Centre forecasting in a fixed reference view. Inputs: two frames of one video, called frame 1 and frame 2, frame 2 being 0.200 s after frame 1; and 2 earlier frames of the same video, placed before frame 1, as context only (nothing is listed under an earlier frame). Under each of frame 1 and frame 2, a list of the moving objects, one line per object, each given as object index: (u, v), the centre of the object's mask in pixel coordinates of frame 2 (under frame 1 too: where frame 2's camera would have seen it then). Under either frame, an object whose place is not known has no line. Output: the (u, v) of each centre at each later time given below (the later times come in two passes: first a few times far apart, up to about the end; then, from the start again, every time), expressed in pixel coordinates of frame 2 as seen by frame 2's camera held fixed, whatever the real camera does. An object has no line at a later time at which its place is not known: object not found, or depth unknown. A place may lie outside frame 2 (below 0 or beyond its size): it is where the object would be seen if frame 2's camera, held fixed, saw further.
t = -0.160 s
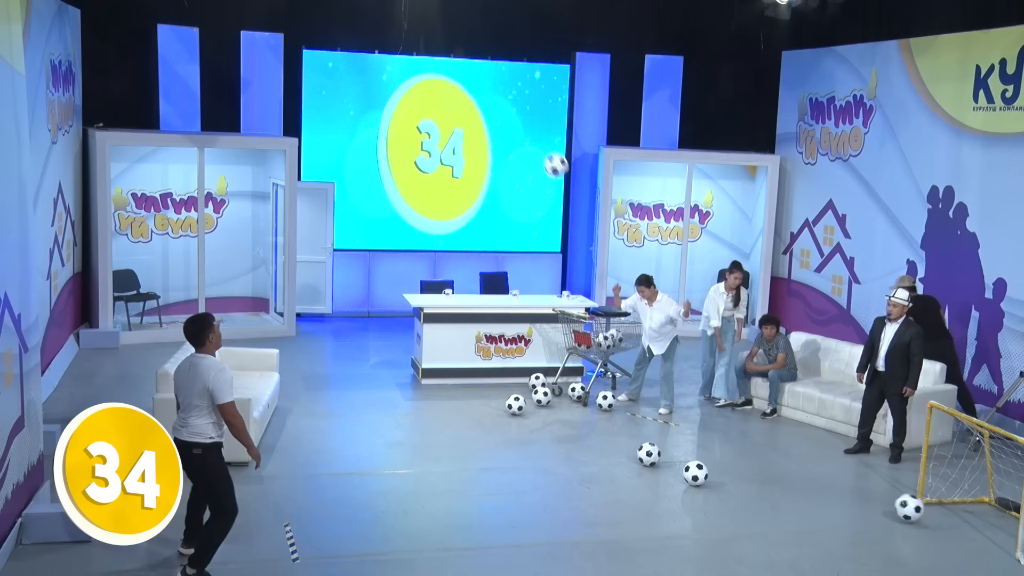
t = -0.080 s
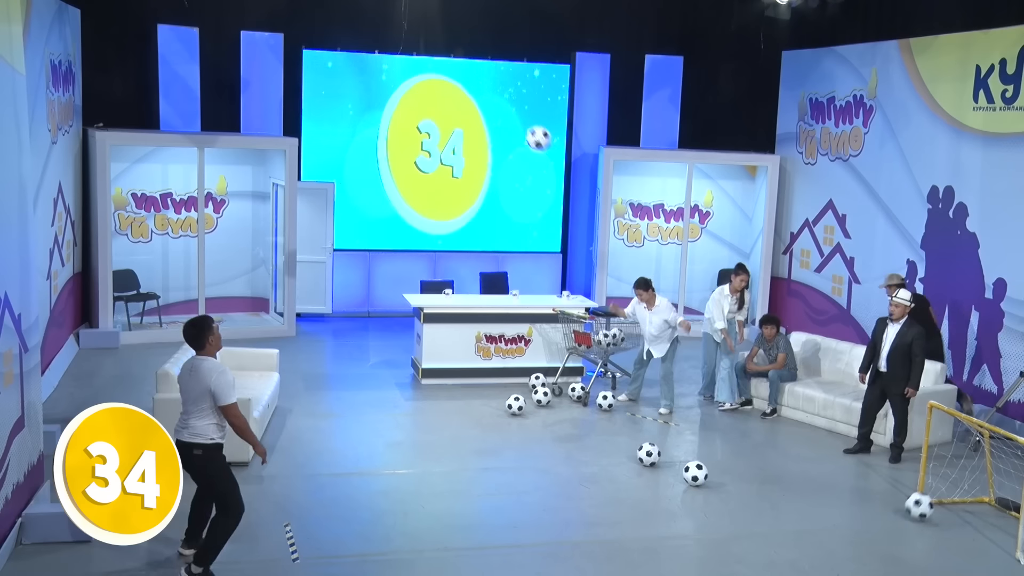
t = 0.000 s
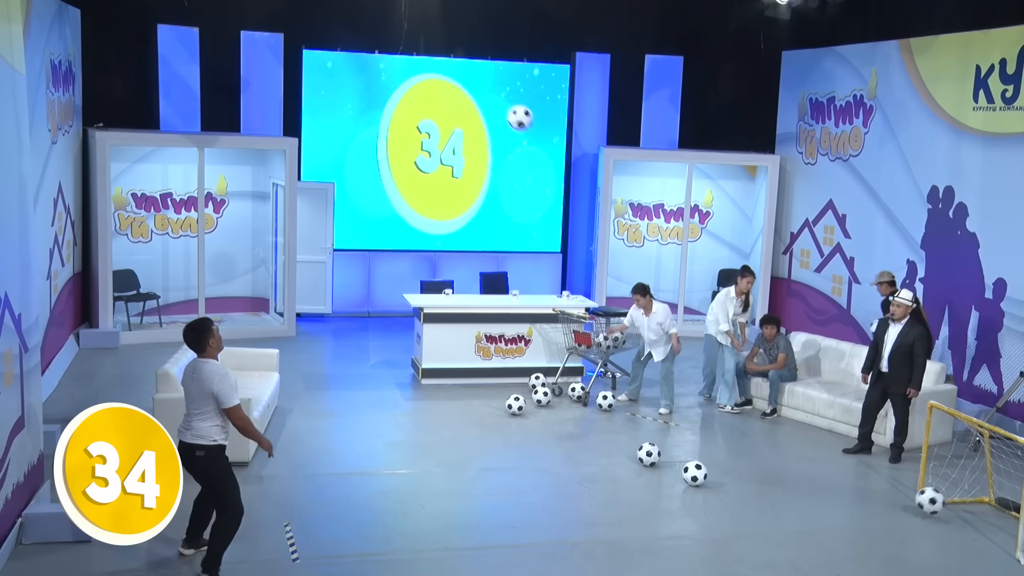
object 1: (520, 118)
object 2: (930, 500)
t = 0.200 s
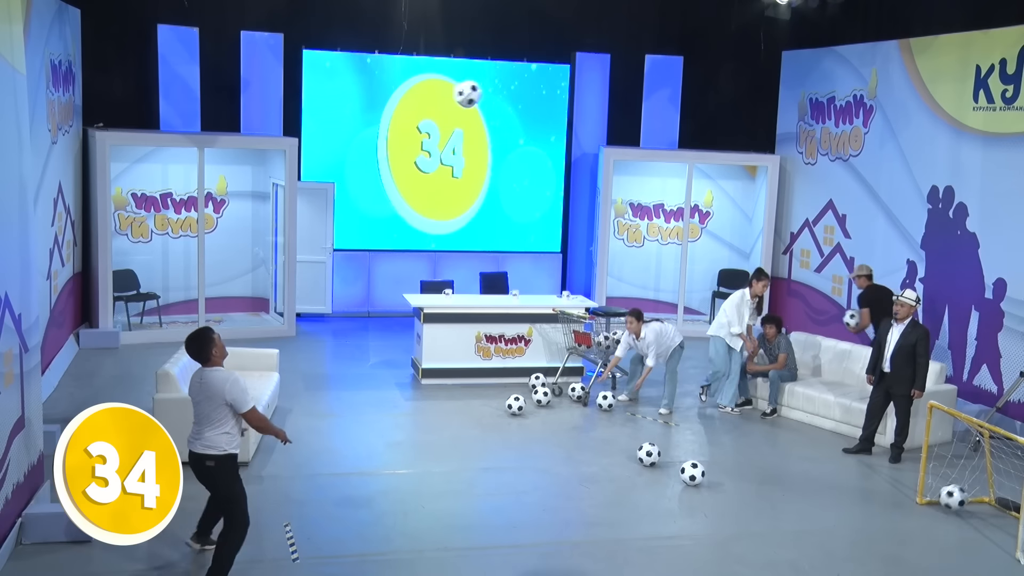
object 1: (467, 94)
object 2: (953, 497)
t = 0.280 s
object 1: (444, 97)
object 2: (961, 498)
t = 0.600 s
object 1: (333, 205)
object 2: (967, 495)
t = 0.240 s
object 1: (456, 94)
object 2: (957, 497)
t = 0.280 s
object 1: (444, 97)
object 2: (961, 498)
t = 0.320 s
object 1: (431, 102)
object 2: (965, 498)
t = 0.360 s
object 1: (419, 109)
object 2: (969, 495)
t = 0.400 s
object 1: (406, 119)
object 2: (974, 493)
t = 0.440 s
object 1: (392, 131)
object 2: (977, 494)
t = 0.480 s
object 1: (378, 145)
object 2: (981, 494)
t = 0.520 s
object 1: (364, 162)
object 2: (977, 492)
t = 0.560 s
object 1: (350, 181)
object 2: (972, 494)
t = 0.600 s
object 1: (333, 205)
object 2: (967, 495)
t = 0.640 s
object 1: (319, 228)
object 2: (964, 495)
